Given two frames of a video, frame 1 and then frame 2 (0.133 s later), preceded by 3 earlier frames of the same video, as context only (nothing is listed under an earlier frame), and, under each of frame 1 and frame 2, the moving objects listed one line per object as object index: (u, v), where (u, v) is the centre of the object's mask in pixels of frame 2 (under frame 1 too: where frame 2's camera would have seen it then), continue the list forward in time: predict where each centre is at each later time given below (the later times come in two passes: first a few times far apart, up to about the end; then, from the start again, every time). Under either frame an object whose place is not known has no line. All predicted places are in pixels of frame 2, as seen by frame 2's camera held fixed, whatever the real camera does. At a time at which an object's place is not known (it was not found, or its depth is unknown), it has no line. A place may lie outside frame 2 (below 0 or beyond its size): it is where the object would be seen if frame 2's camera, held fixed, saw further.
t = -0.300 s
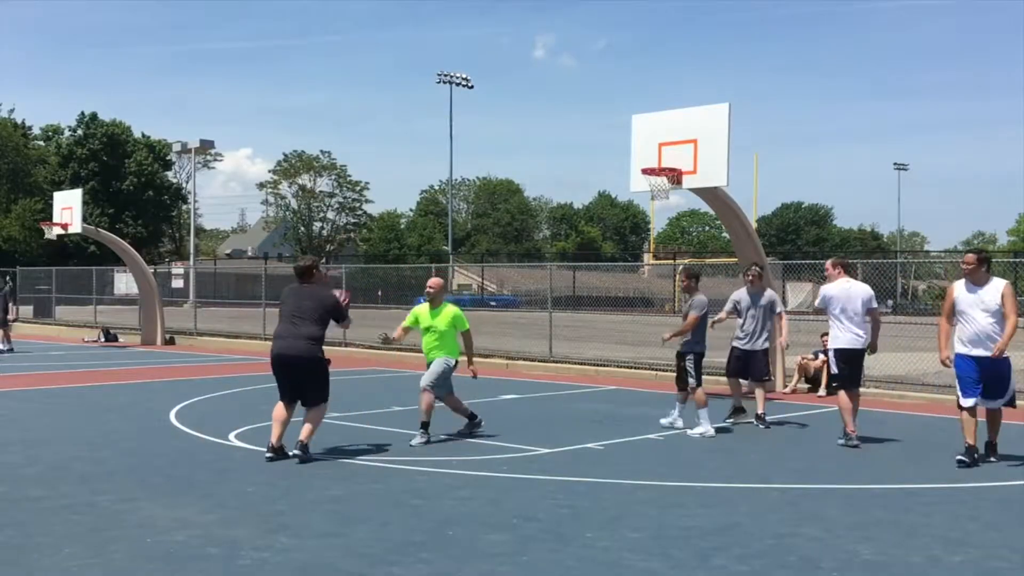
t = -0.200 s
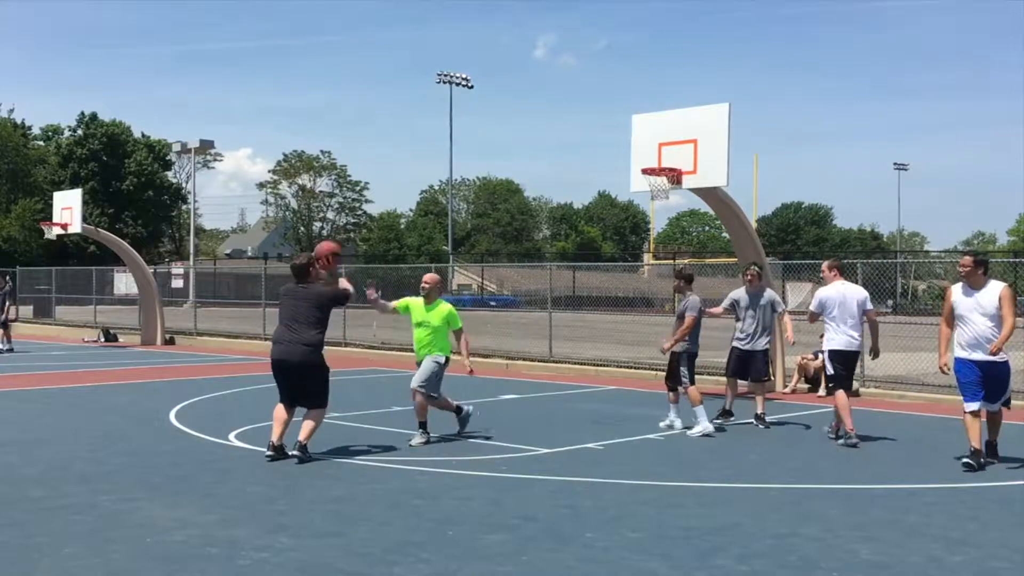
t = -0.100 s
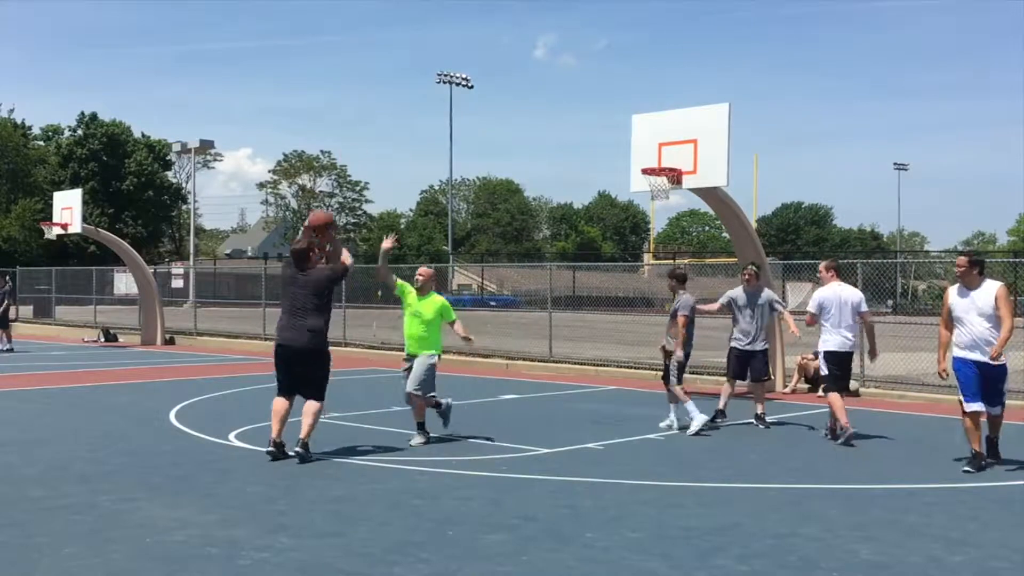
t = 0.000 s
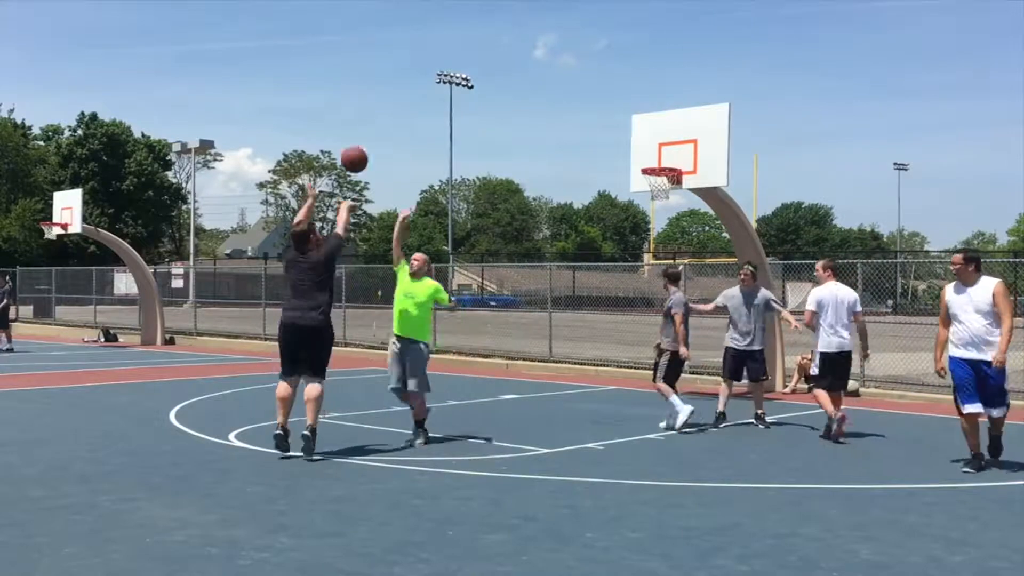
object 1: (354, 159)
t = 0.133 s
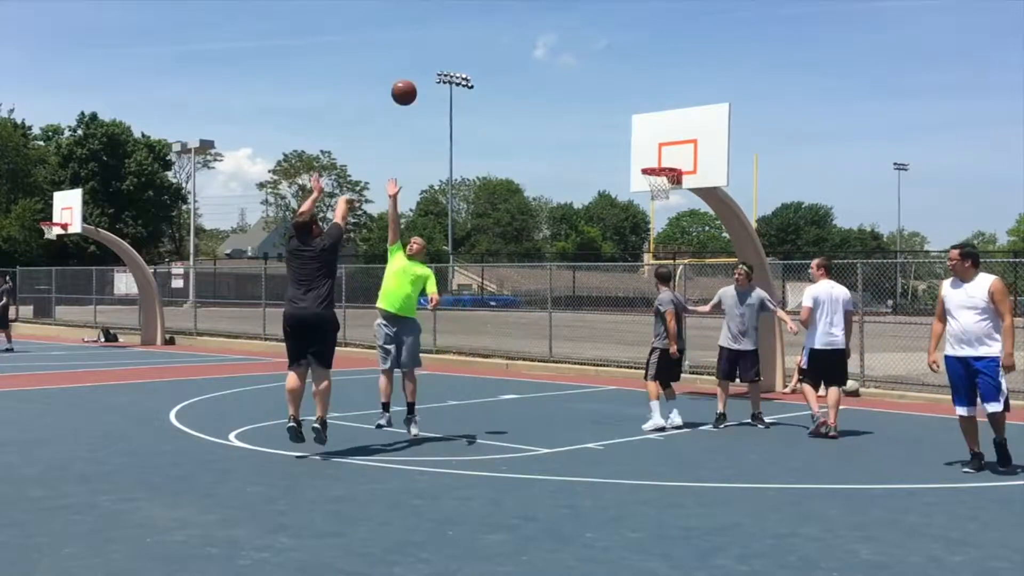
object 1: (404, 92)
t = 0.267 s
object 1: (449, 49)
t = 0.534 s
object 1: (526, 22)
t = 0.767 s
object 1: (583, 50)
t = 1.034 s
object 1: (639, 130)
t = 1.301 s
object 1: (658, 108)
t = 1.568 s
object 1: (666, 78)
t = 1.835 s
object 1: (674, 103)
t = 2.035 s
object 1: (679, 158)
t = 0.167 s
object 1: (416, 80)
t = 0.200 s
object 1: (427, 68)
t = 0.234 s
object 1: (438, 58)
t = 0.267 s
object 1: (449, 49)
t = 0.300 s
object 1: (459, 42)
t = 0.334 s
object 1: (469, 35)
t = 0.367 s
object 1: (480, 30)
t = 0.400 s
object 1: (489, 27)
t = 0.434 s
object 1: (499, 24)
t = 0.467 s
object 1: (508, 22)
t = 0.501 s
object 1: (517, 22)
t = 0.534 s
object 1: (526, 22)
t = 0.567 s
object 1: (535, 23)
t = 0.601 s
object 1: (543, 25)
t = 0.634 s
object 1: (552, 29)
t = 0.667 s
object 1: (560, 33)
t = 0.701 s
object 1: (568, 38)
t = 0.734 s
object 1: (576, 44)
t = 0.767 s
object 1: (583, 50)
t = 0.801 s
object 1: (591, 58)
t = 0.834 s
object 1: (598, 66)
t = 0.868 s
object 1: (605, 75)
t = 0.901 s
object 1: (612, 84)
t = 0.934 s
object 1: (619, 95)
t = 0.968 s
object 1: (626, 106)
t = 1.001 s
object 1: (633, 118)
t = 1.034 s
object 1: (639, 130)
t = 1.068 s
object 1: (645, 143)
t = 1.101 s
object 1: (652, 156)
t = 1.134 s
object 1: (654, 154)
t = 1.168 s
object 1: (655, 143)
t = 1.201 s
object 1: (656, 133)
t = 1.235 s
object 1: (657, 124)
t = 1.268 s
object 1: (658, 115)
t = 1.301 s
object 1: (658, 108)
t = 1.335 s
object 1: (660, 101)
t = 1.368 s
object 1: (661, 96)
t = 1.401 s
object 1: (662, 91)
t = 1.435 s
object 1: (663, 86)
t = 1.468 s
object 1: (663, 83)
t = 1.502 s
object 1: (664, 81)
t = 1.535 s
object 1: (665, 79)
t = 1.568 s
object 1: (666, 78)
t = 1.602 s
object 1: (667, 78)
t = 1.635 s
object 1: (668, 79)
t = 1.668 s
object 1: (669, 81)
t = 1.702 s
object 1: (670, 83)
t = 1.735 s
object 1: (671, 87)
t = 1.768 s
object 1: (672, 91)
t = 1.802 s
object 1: (673, 97)
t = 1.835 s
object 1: (674, 103)
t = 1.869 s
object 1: (675, 110)
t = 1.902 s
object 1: (676, 118)
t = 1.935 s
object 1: (677, 127)
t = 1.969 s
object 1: (678, 136)
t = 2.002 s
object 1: (678, 147)
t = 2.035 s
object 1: (679, 158)
